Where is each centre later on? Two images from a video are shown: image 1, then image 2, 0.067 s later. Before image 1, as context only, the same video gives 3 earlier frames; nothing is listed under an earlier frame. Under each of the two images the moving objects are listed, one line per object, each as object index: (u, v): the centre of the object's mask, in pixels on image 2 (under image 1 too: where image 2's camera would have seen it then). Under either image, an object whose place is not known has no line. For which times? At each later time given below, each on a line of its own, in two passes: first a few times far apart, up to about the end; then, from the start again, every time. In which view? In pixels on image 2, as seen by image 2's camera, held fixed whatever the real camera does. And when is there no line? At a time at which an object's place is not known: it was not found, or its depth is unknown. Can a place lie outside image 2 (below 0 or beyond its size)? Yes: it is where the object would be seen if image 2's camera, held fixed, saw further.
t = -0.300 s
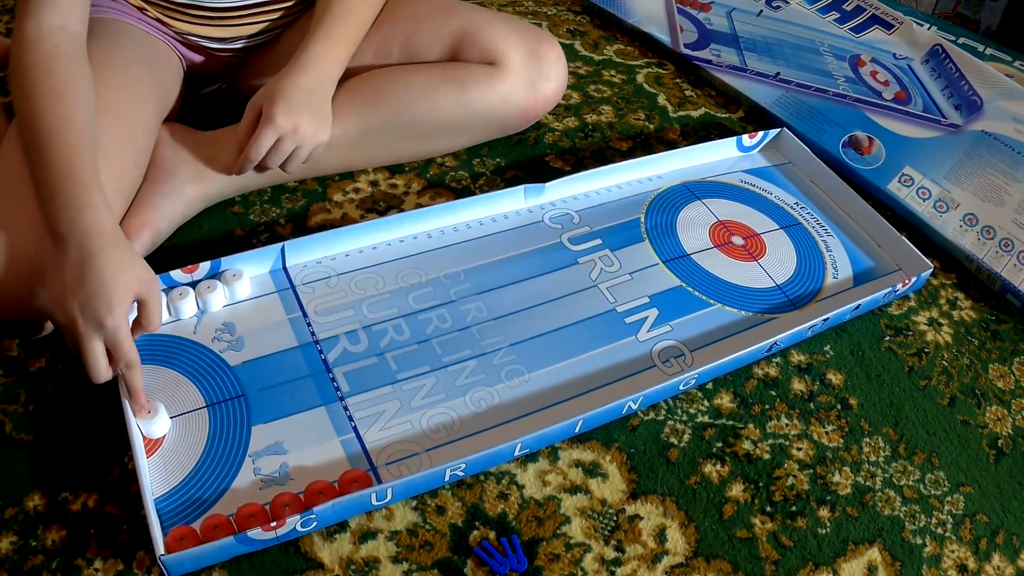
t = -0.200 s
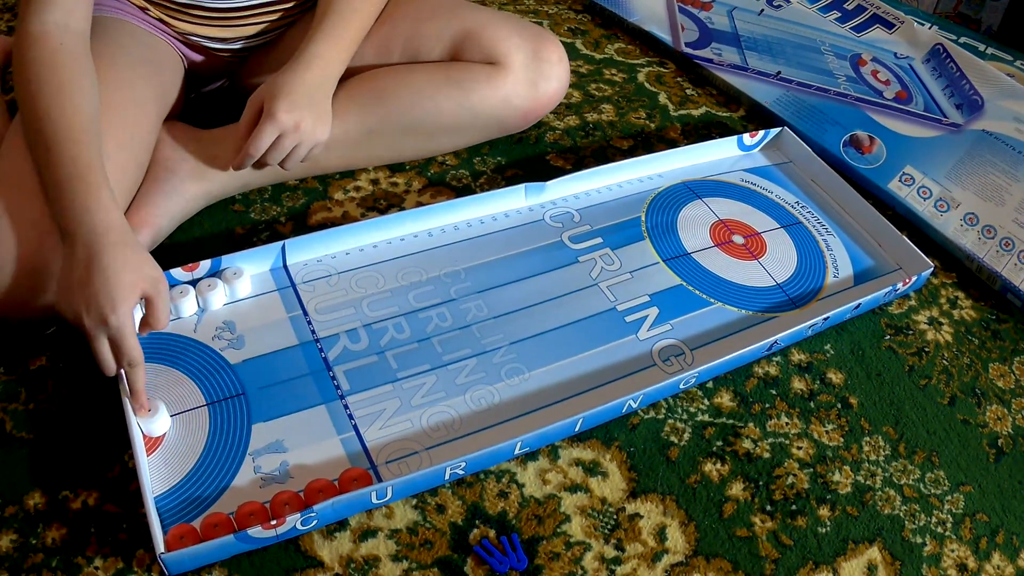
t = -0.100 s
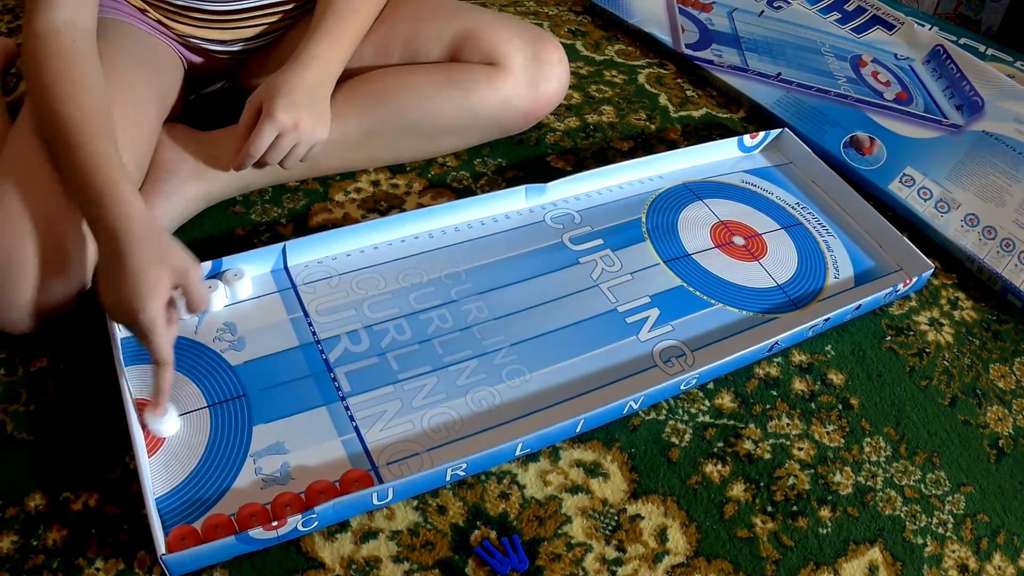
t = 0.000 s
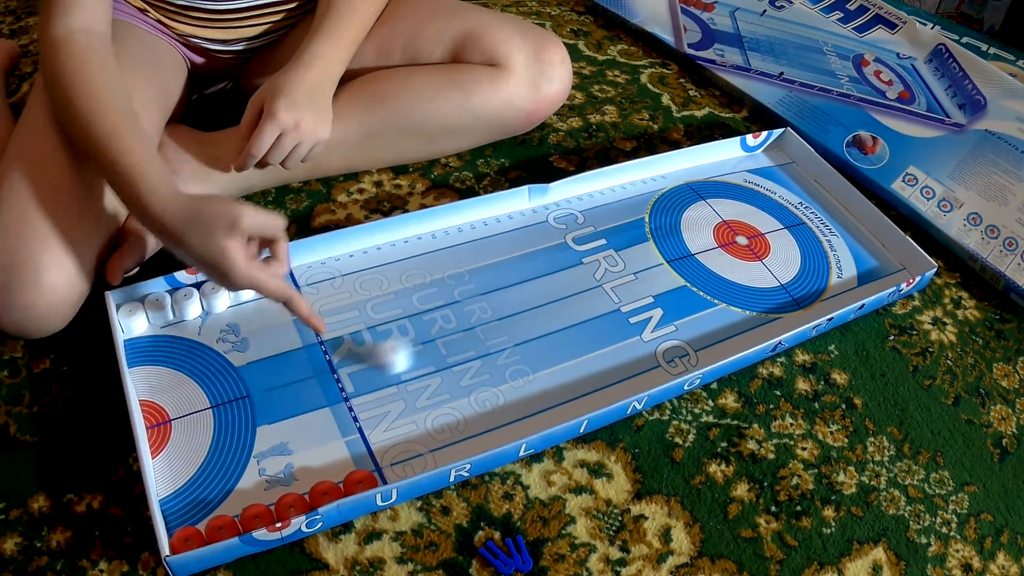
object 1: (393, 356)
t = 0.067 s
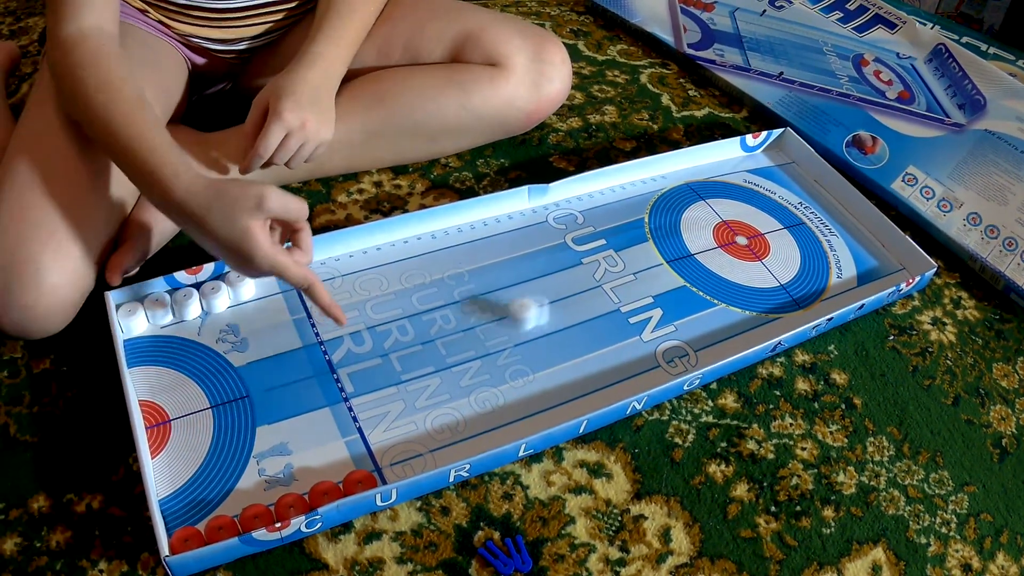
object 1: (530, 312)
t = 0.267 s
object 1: (784, 225)
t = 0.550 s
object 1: (801, 216)
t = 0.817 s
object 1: (793, 220)
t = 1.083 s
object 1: (794, 220)
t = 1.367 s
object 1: (793, 221)
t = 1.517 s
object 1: (793, 220)
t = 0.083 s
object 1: (557, 302)
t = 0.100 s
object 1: (587, 291)
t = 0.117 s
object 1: (611, 283)
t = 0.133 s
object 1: (638, 273)
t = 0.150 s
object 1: (661, 262)
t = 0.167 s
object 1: (679, 257)
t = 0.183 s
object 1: (700, 250)
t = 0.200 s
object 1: (720, 243)
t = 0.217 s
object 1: (735, 239)
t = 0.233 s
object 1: (753, 233)
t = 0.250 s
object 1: (771, 228)
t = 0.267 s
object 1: (784, 225)
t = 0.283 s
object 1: (798, 220)
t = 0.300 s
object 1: (811, 216)
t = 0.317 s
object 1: (824, 213)
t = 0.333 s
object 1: (837, 210)
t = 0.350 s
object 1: (845, 205)
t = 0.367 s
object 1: (841, 207)
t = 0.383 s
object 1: (835, 209)
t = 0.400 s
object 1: (830, 210)
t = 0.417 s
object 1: (825, 211)
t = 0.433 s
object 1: (819, 212)
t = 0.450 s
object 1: (816, 213)
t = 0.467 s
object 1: (813, 213)
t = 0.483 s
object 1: (808, 214)
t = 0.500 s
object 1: (806, 215)
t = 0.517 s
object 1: (804, 215)
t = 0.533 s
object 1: (802, 216)
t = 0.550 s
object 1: (801, 216)
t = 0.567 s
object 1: (799, 217)
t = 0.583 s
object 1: (798, 218)
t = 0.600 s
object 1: (796, 218)
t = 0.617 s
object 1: (796, 219)
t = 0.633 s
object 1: (795, 219)
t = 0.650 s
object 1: (794, 220)
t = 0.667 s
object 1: (794, 220)
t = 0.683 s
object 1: (793, 220)
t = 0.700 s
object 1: (793, 220)
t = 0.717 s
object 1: (793, 220)
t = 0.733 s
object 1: (794, 220)
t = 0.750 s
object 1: (794, 220)
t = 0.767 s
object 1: (794, 220)
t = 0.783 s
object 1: (793, 220)
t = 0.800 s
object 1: (794, 220)
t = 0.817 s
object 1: (793, 220)
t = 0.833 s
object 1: (793, 220)
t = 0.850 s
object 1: (793, 220)
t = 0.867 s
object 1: (793, 220)
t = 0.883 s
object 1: (793, 220)
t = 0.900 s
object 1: (793, 220)
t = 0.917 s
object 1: (794, 220)
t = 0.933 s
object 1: (794, 220)
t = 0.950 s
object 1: (794, 221)
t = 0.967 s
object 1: (794, 221)
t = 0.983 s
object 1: (794, 220)
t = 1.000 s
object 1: (794, 220)
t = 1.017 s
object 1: (794, 220)
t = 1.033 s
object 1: (794, 220)
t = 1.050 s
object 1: (793, 220)
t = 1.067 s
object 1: (794, 221)
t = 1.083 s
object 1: (794, 220)
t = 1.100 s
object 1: (793, 221)
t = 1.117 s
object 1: (793, 221)
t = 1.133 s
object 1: (793, 221)
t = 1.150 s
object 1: (793, 221)
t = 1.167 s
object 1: (793, 221)
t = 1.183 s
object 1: (793, 221)
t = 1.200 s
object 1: (793, 221)
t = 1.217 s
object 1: (793, 221)
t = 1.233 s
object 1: (793, 220)
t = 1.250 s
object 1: (793, 221)
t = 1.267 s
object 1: (793, 221)
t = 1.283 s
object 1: (793, 221)
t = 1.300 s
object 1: (793, 221)
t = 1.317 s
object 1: (793, 221)
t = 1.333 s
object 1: (793, 220)
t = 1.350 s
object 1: (793, 220)
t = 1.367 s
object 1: (793, 221)
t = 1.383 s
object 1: (793, 221)
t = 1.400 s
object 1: (793, 221)
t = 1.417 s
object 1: (793, 221)
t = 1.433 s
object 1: (793, 221)
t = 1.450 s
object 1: (793, 221)
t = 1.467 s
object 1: (793, 221)
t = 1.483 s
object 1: (793, 220)
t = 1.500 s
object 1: (793, 220)
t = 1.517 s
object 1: (793, 220)
